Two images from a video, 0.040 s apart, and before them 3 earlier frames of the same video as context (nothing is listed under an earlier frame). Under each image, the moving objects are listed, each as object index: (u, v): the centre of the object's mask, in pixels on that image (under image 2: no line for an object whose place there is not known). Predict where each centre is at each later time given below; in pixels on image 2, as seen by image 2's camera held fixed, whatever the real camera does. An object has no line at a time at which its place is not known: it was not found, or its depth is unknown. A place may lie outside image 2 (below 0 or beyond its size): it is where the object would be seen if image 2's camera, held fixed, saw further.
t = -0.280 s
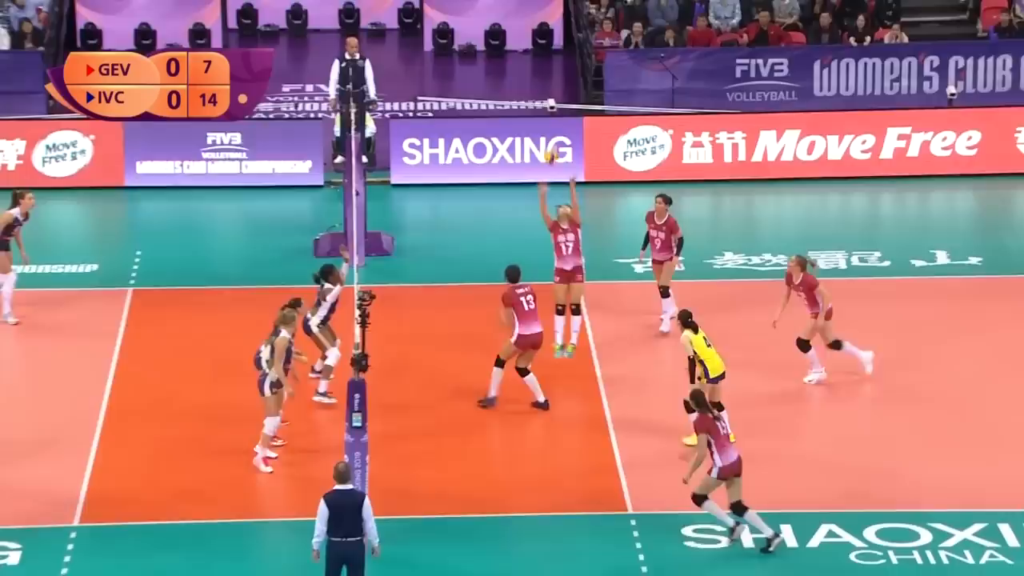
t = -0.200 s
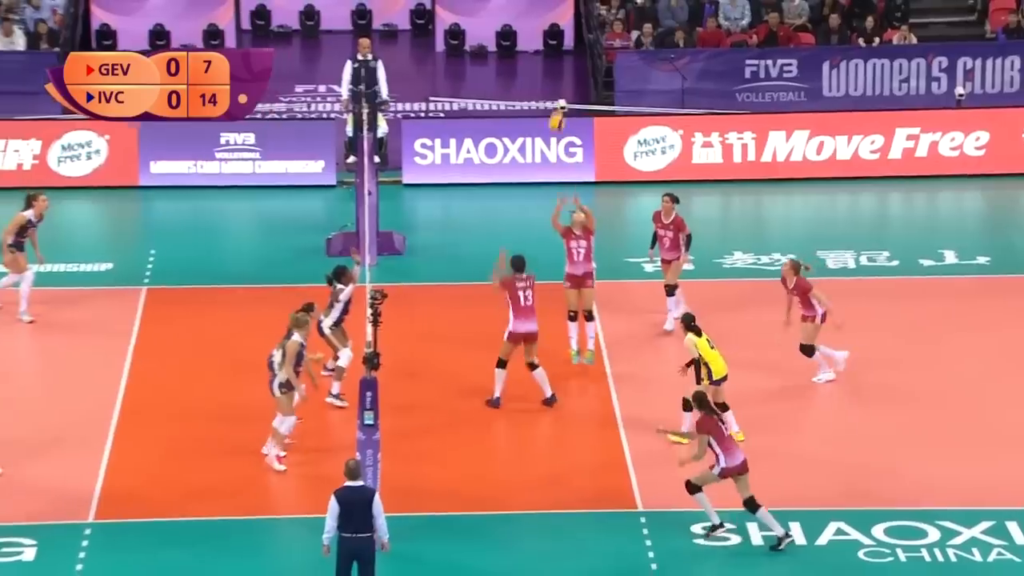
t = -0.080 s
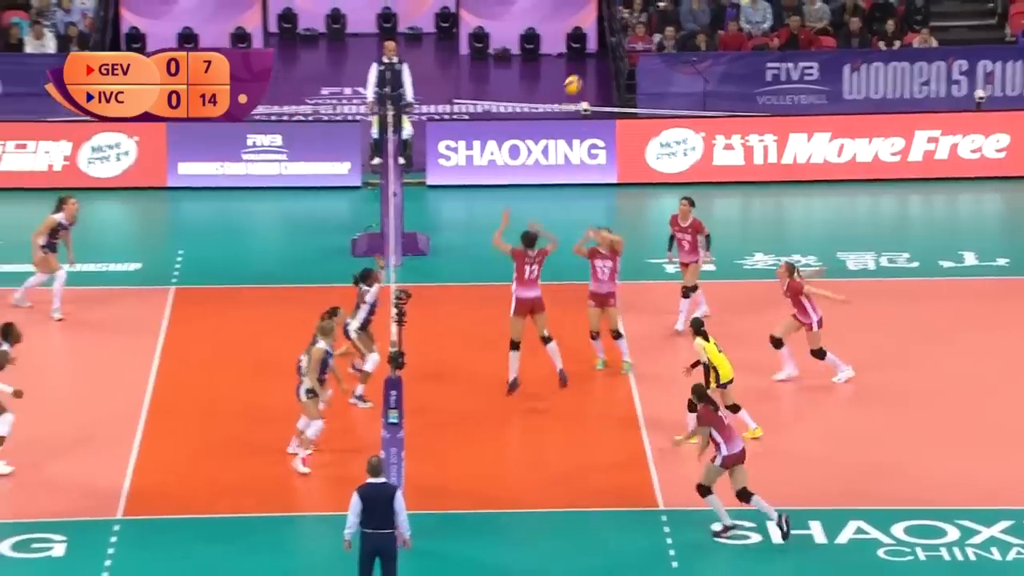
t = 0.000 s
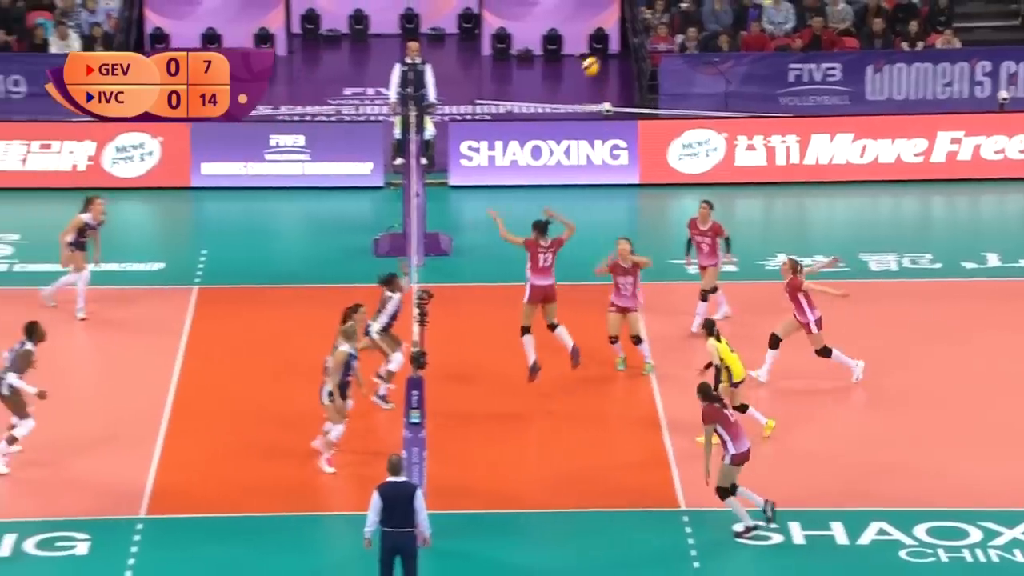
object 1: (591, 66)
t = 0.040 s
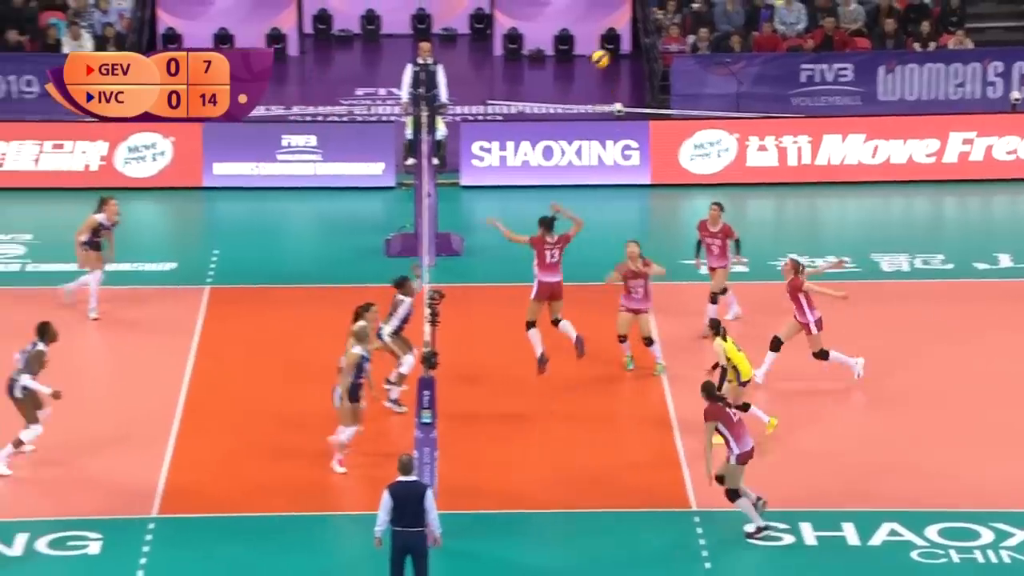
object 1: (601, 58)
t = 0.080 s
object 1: (600, 52)
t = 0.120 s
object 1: (600, 47)
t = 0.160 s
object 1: (599, 44)
